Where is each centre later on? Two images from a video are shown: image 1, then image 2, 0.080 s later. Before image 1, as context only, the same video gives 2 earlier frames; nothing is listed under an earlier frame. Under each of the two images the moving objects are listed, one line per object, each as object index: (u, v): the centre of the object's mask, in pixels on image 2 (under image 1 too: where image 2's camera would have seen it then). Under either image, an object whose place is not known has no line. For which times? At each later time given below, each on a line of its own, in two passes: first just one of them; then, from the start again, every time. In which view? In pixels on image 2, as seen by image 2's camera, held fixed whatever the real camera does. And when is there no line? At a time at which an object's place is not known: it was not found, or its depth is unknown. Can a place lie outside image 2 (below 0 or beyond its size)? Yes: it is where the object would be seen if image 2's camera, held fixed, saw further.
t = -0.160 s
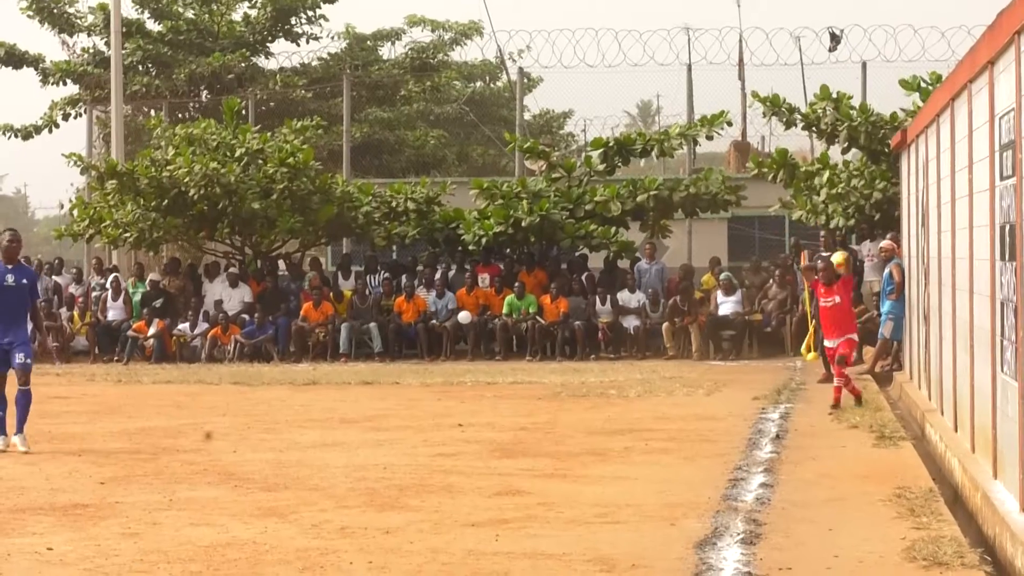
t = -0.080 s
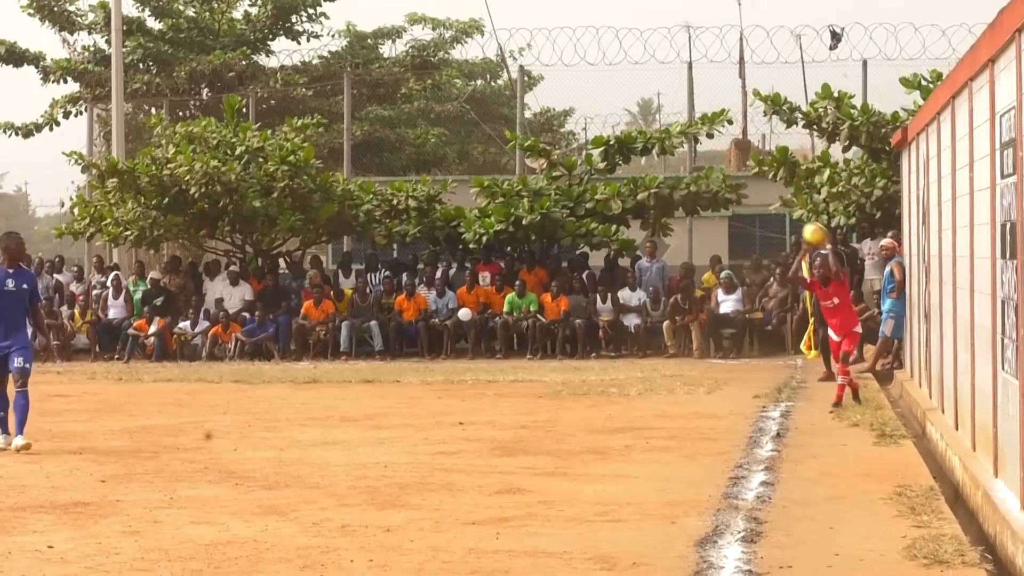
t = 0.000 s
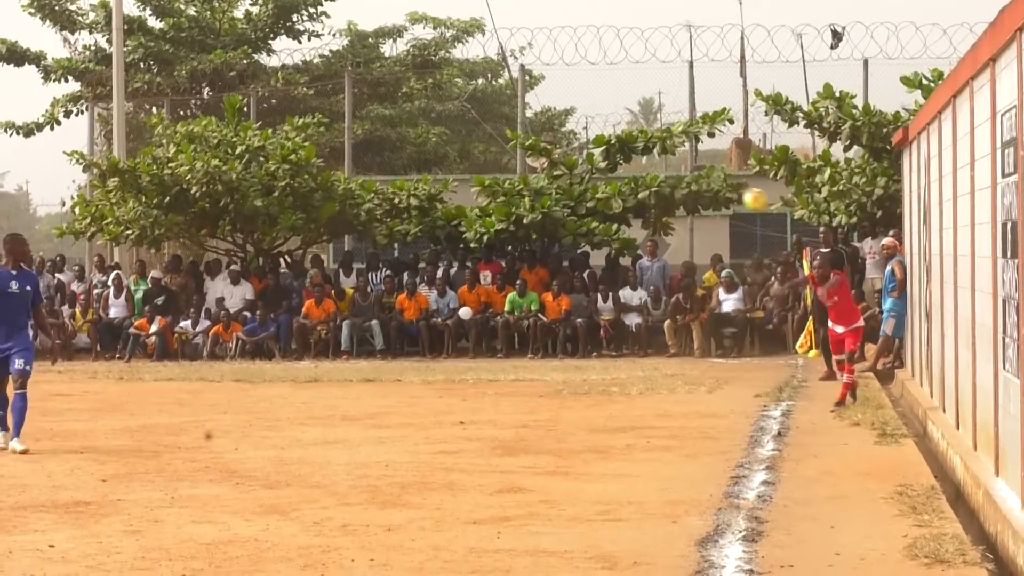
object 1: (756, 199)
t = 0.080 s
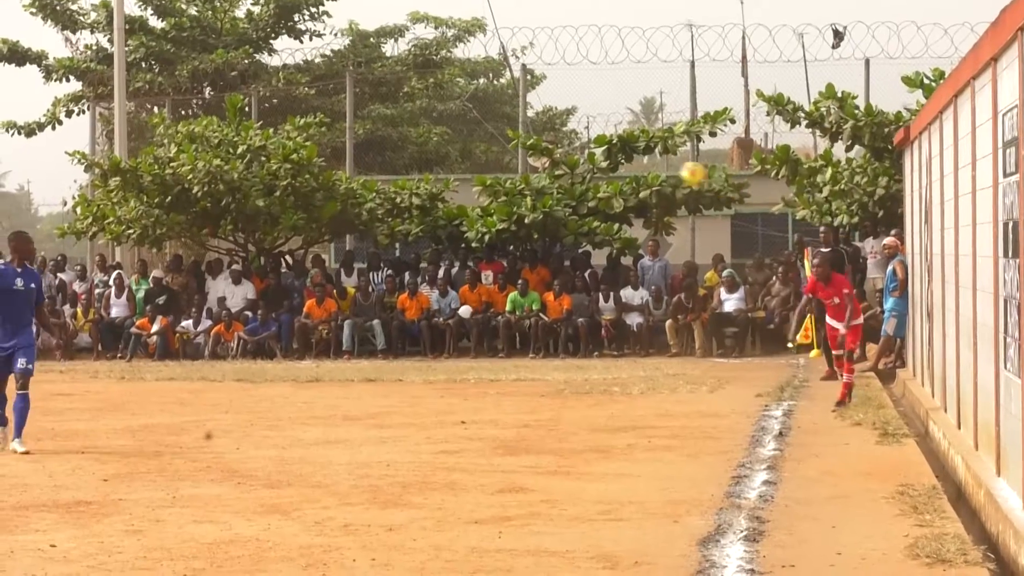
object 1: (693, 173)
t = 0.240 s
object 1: (558, 146)
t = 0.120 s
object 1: (659, 162)
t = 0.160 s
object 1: (625, 155)
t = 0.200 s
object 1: (592, 150)
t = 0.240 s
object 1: (558, 146)
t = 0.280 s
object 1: (523, 143)
